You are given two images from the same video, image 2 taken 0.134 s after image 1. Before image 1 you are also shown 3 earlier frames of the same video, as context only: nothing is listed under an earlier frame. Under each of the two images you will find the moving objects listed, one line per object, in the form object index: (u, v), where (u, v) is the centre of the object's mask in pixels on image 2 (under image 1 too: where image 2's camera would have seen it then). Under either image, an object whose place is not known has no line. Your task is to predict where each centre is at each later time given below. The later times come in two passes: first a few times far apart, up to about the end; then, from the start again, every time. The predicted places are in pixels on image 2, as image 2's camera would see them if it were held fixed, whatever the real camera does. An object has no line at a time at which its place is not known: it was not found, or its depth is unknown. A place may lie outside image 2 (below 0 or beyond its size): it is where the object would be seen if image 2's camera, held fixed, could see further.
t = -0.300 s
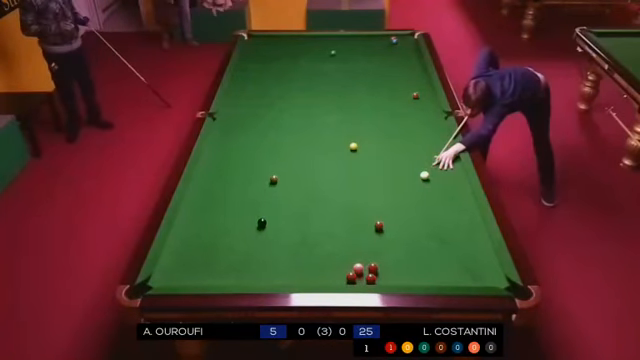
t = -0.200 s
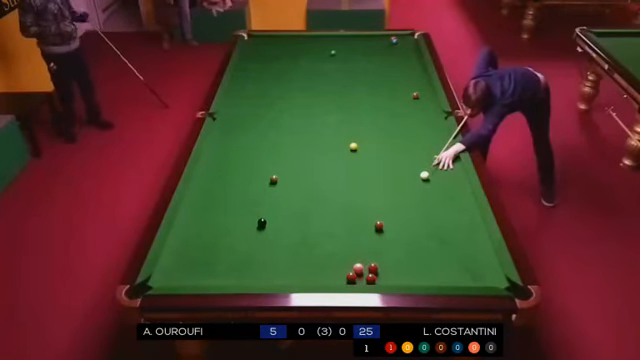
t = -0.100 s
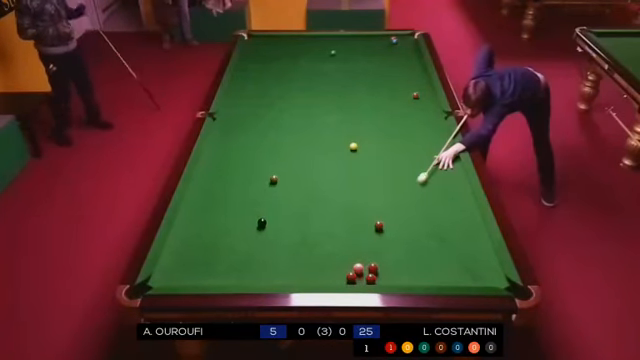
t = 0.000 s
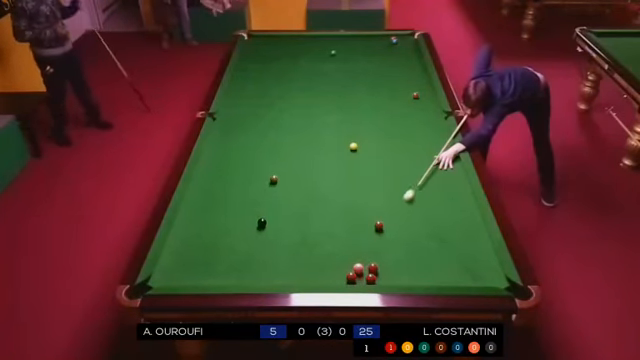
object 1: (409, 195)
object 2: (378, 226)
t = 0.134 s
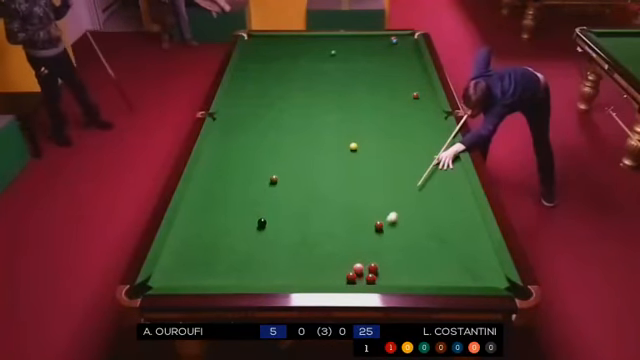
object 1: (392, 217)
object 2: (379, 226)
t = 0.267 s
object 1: (391, 237)
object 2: (364, 228)
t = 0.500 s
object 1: (396, 275)
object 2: (336, 233)
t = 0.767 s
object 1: (400, 253)
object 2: (306, 238)
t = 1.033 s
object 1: (402, 227)
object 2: (277, 244)
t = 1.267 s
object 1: (404, 206)
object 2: (251, 248)
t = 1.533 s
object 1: (406, 187)
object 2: (223, 254)
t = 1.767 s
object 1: (408, 171)
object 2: (198, 259)
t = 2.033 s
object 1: (410, 156)
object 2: (172, 264)
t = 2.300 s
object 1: (412, 143)
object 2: (169, 267)
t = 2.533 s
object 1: (413, 132)
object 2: (183, 270)
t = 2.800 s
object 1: (415, 121)
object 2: (197, 273)
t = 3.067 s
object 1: (416, 112)
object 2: (210, 275)
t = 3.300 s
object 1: (417, 104)
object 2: (221, 277)
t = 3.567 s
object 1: (418, 97)
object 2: (232, 279)
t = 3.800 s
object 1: (423, 95)
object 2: (240, 280)
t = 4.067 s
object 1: (427, 93)
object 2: (248, 281)
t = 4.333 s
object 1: (430, 92)
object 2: (255, 280)
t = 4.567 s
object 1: (432, 90)
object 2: (260, 280)
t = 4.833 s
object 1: (430, 90)
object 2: (264, 280)
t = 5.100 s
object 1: (429, 90)
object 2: (266, 279)
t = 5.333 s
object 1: (428, 90)
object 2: (268, 280)
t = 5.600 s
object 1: (428, 90)
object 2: (268, 280)
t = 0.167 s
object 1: (388, 223)
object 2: (378, 226)
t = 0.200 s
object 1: (389, 227)
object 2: (374, 226)
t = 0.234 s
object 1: (390, 232)
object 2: (368, 227)
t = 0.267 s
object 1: (391, 237)
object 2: (364, 228)
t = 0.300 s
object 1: (392, 242)
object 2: (359, 229)
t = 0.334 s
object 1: (392, 247)
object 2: (356, 230)
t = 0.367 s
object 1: (393, 252)
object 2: (352, 230)
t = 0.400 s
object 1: (394, 258)
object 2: (348, 231)
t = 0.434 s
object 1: (394, 263)
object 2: (344, 232)
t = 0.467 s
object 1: (395, 269)
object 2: (340, 232)
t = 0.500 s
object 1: (396, 275)
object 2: (336, 233)
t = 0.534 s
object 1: (397, 279)
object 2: (332, 234)
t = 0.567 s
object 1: (397, 278)
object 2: (328, 234)
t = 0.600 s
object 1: (398, 273)
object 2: (325, 235)
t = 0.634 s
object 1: (398, 269)
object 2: (321, 236)
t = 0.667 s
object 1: (399, 264)
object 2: (317, 236)
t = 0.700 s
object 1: (399, 261)
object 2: (314, 237)
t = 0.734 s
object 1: (399, 257)
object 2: (310, 238)
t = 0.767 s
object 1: (400, 253)
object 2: (306, 238)
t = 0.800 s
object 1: (400, 249)
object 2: (302, 239)
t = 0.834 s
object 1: (400, 246)
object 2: (299, 240)
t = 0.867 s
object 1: (401, 243)
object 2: (295, 240)
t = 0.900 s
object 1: (401, 239)
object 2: (291, 241)
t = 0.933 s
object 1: (401, 236)
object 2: (288, 242)
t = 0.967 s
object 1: (401, 233)
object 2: (284, 242)
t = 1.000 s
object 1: (402, 230)
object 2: (280, 243)
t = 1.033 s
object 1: (402, 227)
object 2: (277, 244)
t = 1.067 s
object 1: (403, 224)
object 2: (273, 245)
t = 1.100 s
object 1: (403, 220)
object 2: (269, 245)
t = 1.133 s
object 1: (403, 218)
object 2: (266, 246)
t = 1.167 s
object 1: (403, 215)
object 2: (262, 247)
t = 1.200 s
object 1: (404, 212)
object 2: (258, 247)
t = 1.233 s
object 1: (404, 209)
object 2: (255, 248)
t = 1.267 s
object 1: (404, 206)
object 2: (251, 248)
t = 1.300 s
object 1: (405, 204)
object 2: (248, 249)
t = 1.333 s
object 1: (405, 201)
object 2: (244, 250)
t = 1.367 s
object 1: (405, 199)
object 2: (241, 250)
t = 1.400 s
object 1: (405, 196)
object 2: (237, 251)
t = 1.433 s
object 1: (406, 193)
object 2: (234, 252)
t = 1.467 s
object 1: (406, 191)
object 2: (230, 252)
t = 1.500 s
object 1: (406, 189)
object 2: (226, 253)
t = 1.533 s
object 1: (406, 187)
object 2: (223, 254)
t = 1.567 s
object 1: (407, 184)
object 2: (219, 255)
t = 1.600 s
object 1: (407, 182)
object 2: (216, 255)
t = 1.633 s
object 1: (407, 180)
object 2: (212, 256)
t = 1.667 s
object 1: (407, 178)
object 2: (209, 257)
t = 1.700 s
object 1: (408, 176)
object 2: (205, 258)
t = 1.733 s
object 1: (408, 173)
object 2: (202, 258)
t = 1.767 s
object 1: (408, 171)
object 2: (198, 259)
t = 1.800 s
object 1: (408, 169)
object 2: (195, 259)
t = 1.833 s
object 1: (409, 167)
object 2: (192, 260)
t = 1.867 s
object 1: (409, 166)
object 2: (188, 261)
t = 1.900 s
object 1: (409, 164)
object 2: (185, 261)
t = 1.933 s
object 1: (409, 162)
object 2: (182, 262)
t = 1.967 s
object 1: (410, 160)
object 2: (178, 263)
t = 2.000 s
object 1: (410, 158)
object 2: (175, 263)
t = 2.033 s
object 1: (410, 156)
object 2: (172, 264)
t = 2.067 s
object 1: (410, 154)
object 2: (168, 264)
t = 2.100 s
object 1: (411, 153)
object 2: (165, 265)
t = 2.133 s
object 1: (411, 151)
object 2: (162, 266)
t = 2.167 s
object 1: (411, 149)
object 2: (161, 266)
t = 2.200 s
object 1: (411, 147)
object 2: (164, 267)
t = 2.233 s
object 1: (411, 146)
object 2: (165, 267)
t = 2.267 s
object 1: (412, 144)
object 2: (167, 267)
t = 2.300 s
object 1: (412, 143)
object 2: (169, 267)
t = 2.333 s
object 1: (412, 141)
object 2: (171, 268)
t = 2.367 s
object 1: (412, 139)
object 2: (173, 268)
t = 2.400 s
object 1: (412, 138)
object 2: (175, 268)
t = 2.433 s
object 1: (413, 137)
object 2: (177, 269)
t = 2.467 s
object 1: (413, 135)
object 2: (179, 269)
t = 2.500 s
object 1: (413, 134)
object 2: (181, 270)
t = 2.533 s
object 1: (413, 132)
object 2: (183, 270)
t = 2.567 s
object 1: (413, 131)
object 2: (185, 271)
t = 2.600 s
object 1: (414, 129)
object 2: (186, 271)
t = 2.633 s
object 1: (414, 128)
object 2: (188, 271)
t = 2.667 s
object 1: (414, 127)
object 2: (190, 271)
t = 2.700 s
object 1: (414, 125)
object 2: (192, 272)
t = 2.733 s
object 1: (414, 124)
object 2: (194, 272)
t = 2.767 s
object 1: (414, 123)
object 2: (196, 272)
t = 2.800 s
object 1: (415, 121)
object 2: (197, 273)
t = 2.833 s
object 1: (415, 120)
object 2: (199, 273)
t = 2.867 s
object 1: (415, 119)
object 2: (201, 273)
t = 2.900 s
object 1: (415, 118)
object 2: (202, 274)
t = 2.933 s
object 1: (415, 116)
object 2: (204, 274)
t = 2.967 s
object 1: (415, 115)
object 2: (206, 274)
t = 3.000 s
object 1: (415, 114)
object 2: (207, 275)
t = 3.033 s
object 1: (415, 113)
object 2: (209, 275)
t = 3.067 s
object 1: (416, 112)
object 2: (210, 275)
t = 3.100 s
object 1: (416, 111)
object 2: (212, 276)
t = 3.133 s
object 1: (416, 110)
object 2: (213, 276)
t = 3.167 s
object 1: (416, 108)
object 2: (215, 276)
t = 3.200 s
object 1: (416, 107)
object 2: (216, 276)
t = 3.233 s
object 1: (416, 106)
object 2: (218, 276)
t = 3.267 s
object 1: (416, 105)
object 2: (219, 277)
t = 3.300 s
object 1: (417, 104)
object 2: (221, 277)
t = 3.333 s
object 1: (417, 103)
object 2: (222, 277)
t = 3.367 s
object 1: (417, 102)
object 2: (224, 277)
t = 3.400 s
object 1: (417, 101)
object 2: (225, 278)
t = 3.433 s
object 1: (417, 100)
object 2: (227, 278)
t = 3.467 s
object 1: (417, 100)
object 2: (228, 278)
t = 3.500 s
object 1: (417, 99)
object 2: (229, 279)
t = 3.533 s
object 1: (418, 98)
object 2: (231, 279)
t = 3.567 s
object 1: (418, 97)
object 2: (232, 279)
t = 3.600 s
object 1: (419, 97)
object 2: (233, 279)
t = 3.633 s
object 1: (420, 97)
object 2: (234, 280)
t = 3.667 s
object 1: (420, 96)
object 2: (235, 280)
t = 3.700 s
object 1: (421, 96)
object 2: (237, 280)
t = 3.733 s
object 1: (421, 96)
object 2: (238, 280)
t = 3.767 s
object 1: (422, 96)
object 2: (239, 280)
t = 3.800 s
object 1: (423, 95)
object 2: (240, 280)
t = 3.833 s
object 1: (423, 95)
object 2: (242, 280)
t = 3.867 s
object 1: (424, 95)
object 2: (242, 281)
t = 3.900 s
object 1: (424, 94)
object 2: (243, 281)
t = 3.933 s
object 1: (425, 94)
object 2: (244, 281)
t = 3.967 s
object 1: (425, 94)
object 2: (246, 281)
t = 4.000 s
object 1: (426, 94)
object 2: (246, 281)
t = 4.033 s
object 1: (426, 93)
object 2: (247, 281)
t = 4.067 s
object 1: (427, 93)
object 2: (248, 281)
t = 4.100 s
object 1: (427, 93)
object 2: (249, 280)
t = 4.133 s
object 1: (428, 93)
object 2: (250, 280)
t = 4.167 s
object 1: (428, 93)
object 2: (251, 280)
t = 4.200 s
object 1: (428, 92)
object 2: (252, 280)
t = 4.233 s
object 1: (429, 92)
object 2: (253, 280)
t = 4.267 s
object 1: (429, 92)
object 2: (254, 280)
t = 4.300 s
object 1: (430, 92)
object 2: (254, 280)
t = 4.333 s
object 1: (430, 92)
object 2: (255, 280)
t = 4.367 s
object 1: (430, 91)
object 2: (256, 280)
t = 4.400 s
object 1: (431, 91)
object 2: (256, 280)
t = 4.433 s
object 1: (431, 91)
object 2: (258, 280)
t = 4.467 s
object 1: (432, 91)
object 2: (258, 280)
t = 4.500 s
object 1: (432, 91)
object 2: (259, 280)
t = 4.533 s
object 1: (432, 91)
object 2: (259, 280)
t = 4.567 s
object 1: (432, 90)
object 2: (260, 280)
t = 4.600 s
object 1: (432, 90)
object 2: (261, 280)
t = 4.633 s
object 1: (431, 90)
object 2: (261, 280)
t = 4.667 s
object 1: (431, 90)
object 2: (262, 280)
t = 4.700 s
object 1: (431, 90)
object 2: (262, 280)
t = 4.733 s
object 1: (431, 90)
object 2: (263, 280)
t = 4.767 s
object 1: (430, 90)
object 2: (263, 280)
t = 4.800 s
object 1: (430, 90)
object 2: (264, 280)
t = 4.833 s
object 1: (430, 90)
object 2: (264, 280)
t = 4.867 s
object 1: (429, 90)
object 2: (264, 280)
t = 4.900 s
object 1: (429, 90)
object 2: (265, 280)
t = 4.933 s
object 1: (429, 90)
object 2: (265, 280)
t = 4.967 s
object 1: (429, 90)
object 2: (265, 280)
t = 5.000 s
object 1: (429, 90)
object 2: (266, 280)
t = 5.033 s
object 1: (429, 90)
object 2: (266, 279)
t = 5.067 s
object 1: (429, 90)
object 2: (266, 280)
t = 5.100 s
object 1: (429, 90)
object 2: (266, 279)
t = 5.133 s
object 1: (429, 90)
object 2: (267, 280)
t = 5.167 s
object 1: (428, 90)
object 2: (267, 280)
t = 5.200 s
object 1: (428, 90)
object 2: (267, 280)
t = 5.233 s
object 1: (428, 90)
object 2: (267, 280)
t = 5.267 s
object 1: (428, 90)
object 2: (267, 280)
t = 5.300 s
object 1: (428, 90)
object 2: (267, 280)
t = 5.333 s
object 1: (428, 90)
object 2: (268, 280)
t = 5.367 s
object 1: (428, 90)
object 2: (268, 280)
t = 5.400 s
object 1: (428, 90)
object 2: (268, 280)
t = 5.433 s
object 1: (428, 90)
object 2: (268, 280)
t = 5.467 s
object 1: (428, 90)
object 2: (268, 280)
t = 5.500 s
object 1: (428, 90)
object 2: (268, 280)
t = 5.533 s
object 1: (428, 90)
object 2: (268, 280)
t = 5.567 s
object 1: (428, 90)
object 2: (268, 280)
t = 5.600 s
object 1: (428, 90)
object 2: (268, 280)
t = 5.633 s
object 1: (428, 90)
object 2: (268, 280)
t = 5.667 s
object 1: (428, 90)
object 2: (268, 280)
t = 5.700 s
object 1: (428, 90)
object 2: (268, 280)
